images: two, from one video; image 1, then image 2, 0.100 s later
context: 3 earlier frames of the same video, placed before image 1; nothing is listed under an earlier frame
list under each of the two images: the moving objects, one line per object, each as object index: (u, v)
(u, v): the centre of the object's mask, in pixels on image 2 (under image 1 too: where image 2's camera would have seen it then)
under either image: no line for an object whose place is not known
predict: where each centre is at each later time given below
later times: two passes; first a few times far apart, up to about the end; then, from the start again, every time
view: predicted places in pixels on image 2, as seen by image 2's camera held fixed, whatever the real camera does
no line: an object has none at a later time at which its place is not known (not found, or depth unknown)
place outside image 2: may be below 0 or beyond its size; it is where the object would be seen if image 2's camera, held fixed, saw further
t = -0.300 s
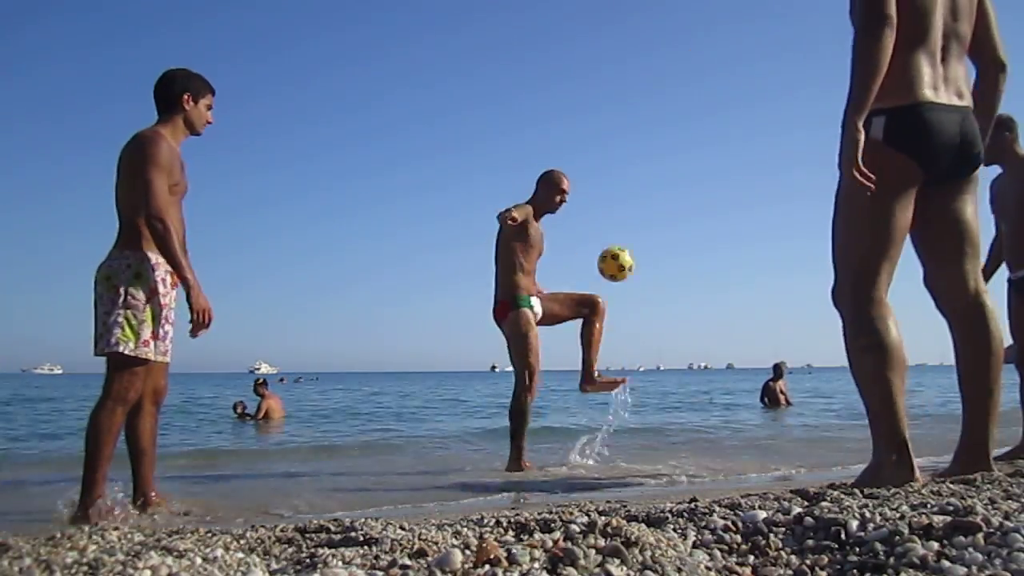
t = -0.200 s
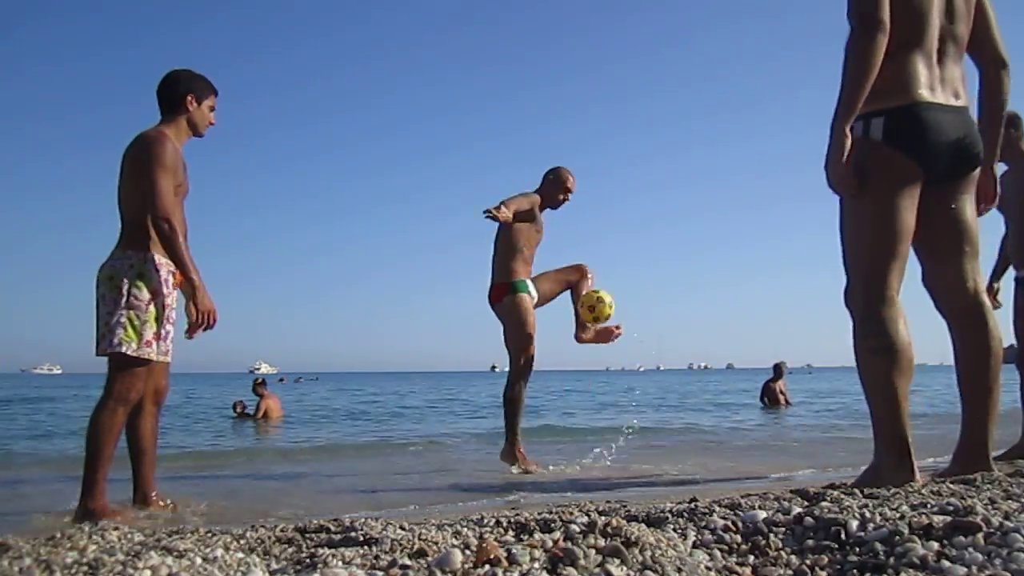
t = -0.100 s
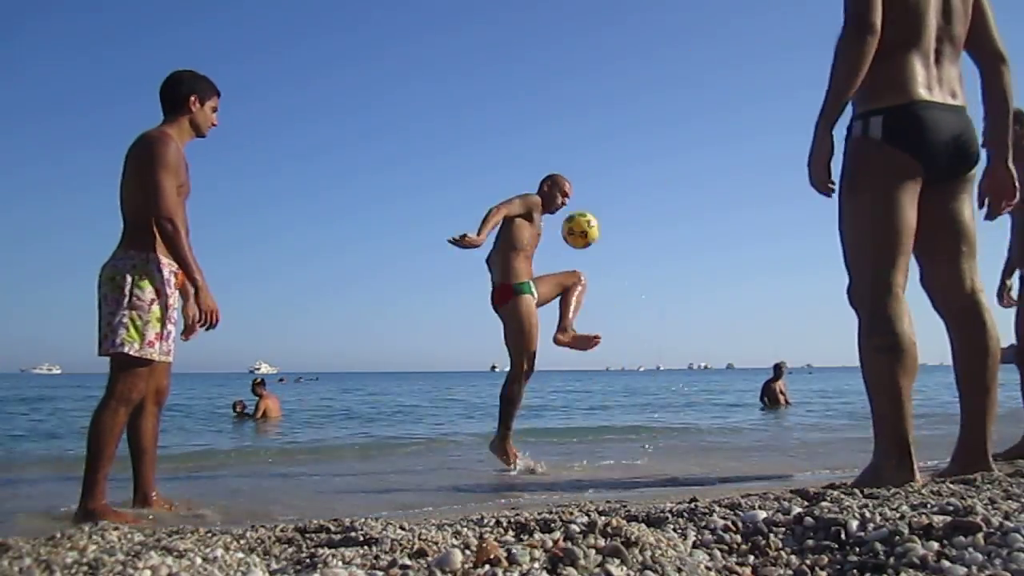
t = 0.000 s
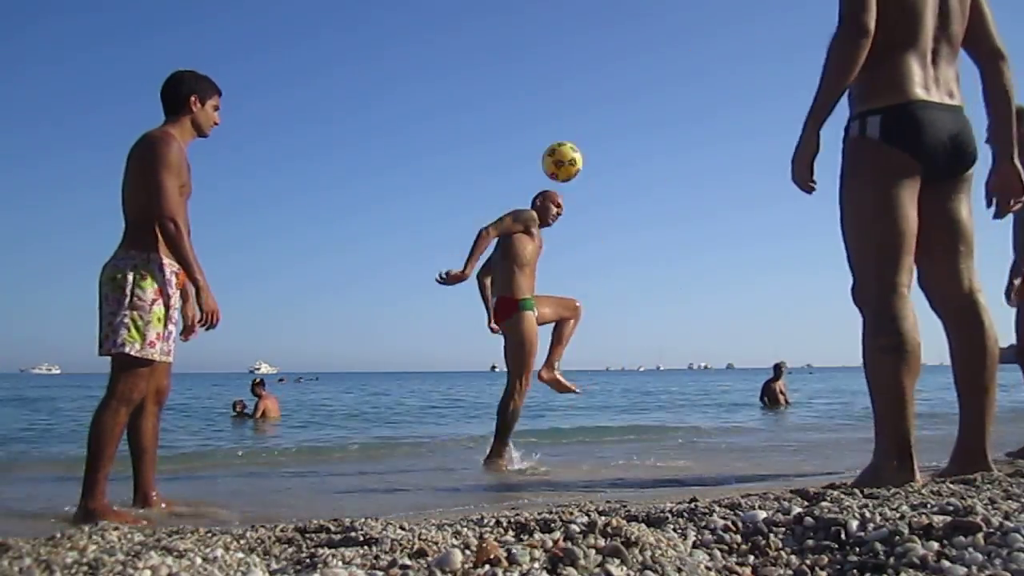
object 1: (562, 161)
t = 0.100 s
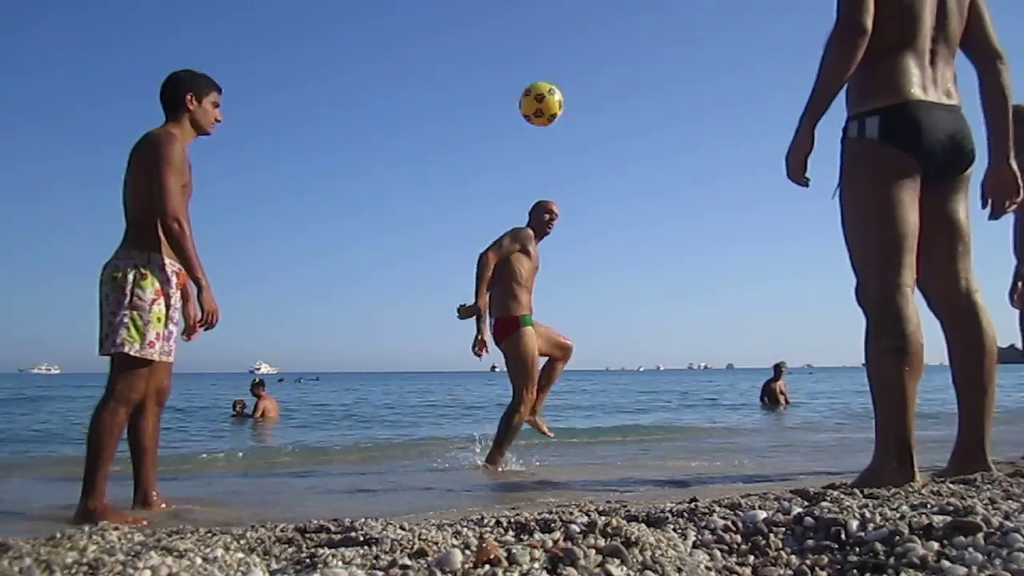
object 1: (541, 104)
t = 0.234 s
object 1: (508, 45)
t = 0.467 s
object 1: (424, 29)
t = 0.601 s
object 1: (347, 101)
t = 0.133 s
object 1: (534, 87)
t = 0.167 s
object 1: (525, 71)
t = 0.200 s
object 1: (517, 58)
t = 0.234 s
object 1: (508, 45)
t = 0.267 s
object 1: (498, 35)
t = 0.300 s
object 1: (488, 28)
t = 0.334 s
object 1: (477, 23)
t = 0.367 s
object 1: (466, 22)
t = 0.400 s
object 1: (453, 22)
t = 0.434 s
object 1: (439, 24)
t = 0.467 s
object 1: (424, 29)
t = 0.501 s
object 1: (407, 38)
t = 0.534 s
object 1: (389, 53)
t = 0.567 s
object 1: (369, 74)
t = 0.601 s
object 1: (347, 101)
